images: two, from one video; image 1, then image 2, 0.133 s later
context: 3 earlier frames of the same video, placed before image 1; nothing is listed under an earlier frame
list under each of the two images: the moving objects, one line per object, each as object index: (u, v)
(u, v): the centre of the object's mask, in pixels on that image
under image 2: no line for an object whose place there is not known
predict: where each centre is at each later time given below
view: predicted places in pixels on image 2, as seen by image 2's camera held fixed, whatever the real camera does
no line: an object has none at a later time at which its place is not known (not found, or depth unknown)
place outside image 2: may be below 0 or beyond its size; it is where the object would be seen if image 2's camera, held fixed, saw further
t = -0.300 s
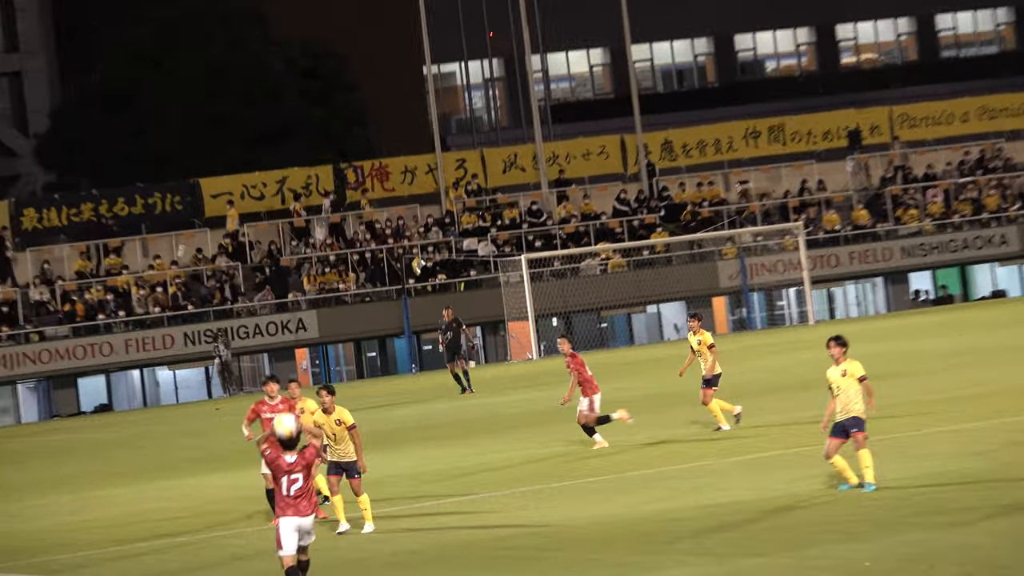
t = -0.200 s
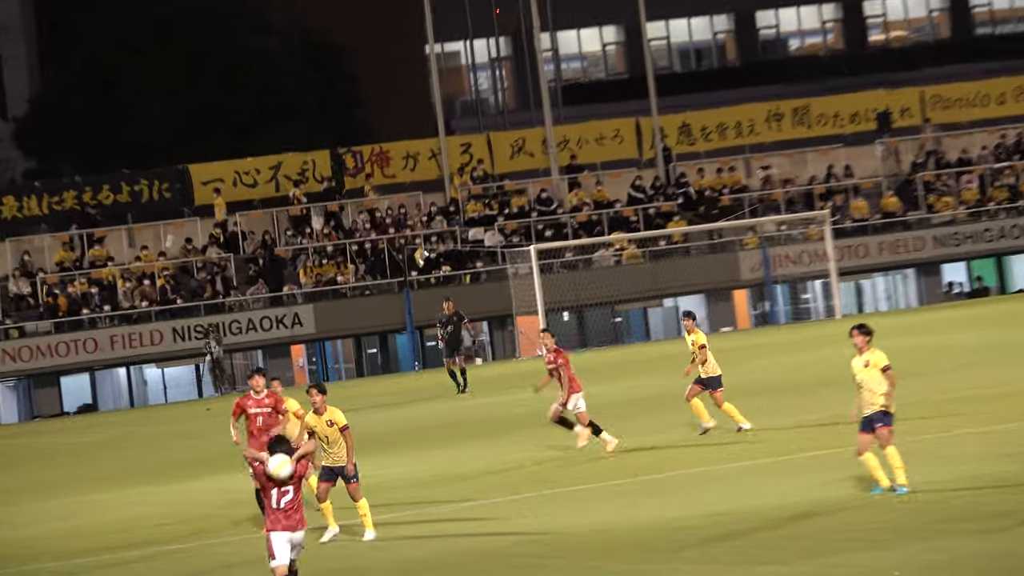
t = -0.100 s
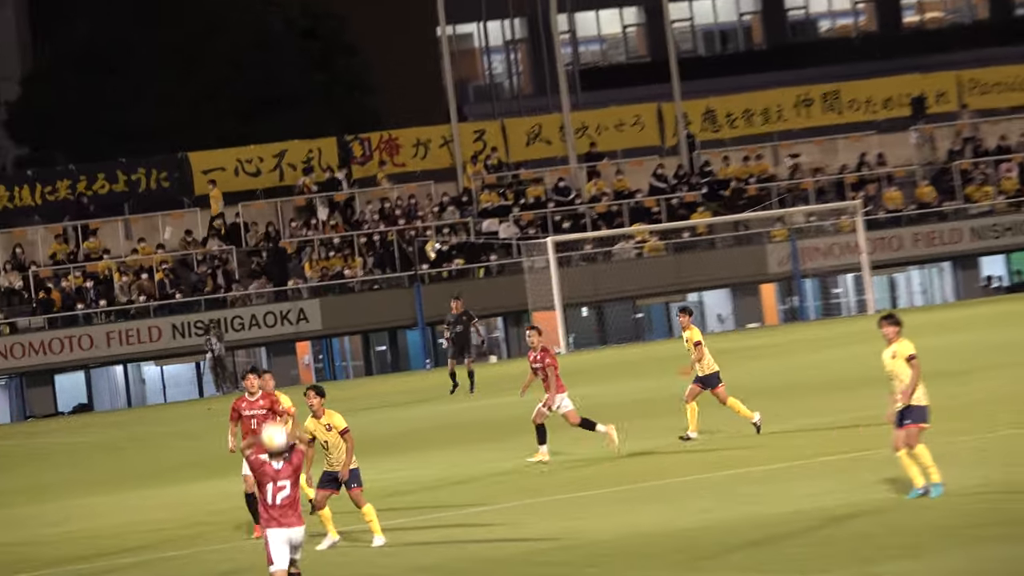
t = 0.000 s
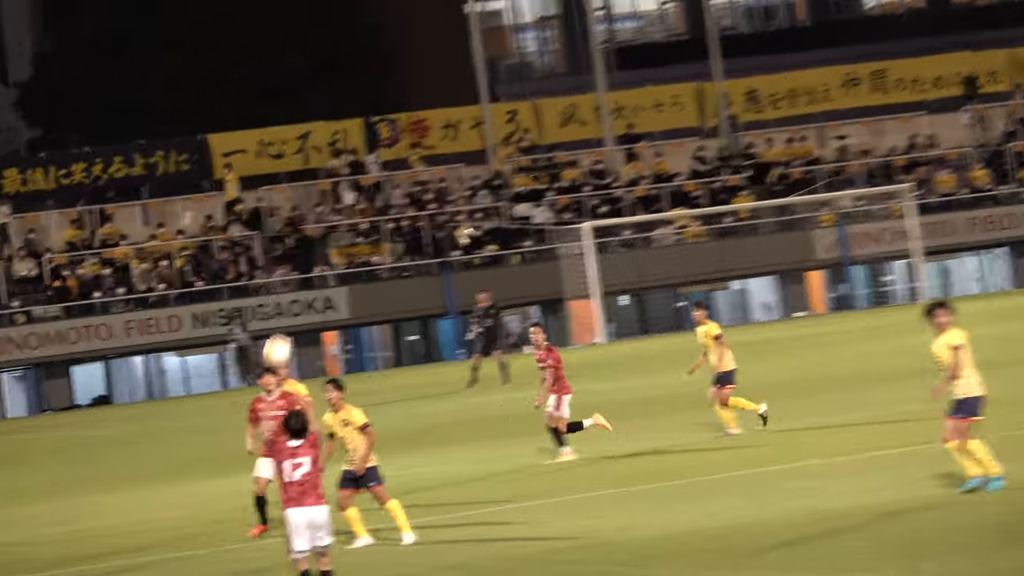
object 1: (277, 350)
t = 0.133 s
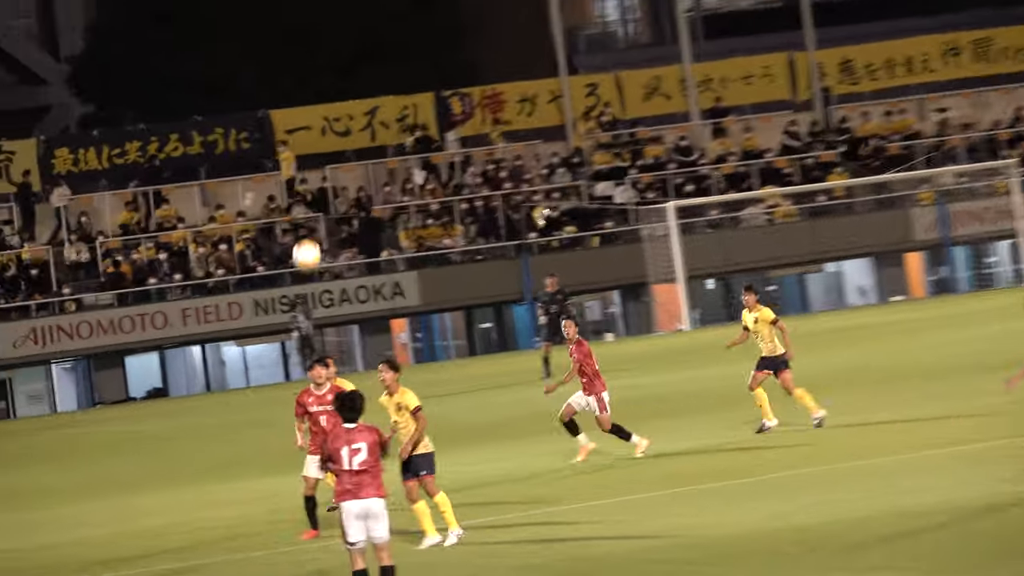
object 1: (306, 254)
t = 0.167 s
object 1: (298, 238)
